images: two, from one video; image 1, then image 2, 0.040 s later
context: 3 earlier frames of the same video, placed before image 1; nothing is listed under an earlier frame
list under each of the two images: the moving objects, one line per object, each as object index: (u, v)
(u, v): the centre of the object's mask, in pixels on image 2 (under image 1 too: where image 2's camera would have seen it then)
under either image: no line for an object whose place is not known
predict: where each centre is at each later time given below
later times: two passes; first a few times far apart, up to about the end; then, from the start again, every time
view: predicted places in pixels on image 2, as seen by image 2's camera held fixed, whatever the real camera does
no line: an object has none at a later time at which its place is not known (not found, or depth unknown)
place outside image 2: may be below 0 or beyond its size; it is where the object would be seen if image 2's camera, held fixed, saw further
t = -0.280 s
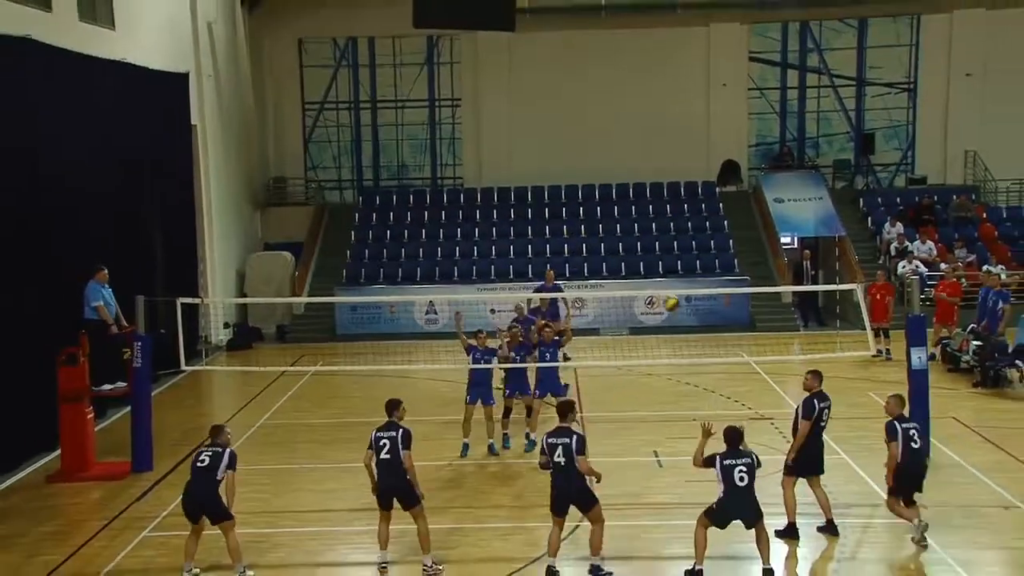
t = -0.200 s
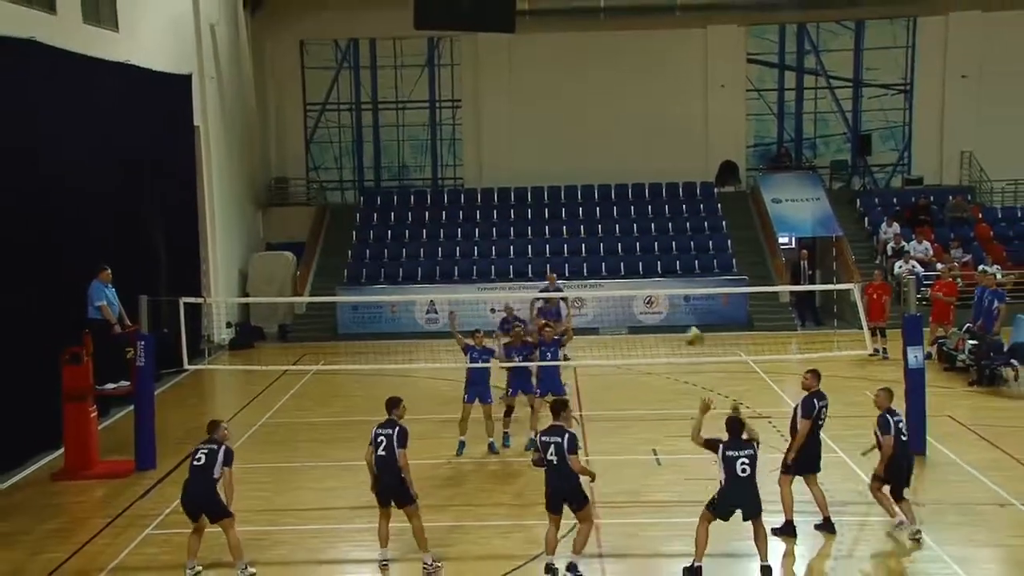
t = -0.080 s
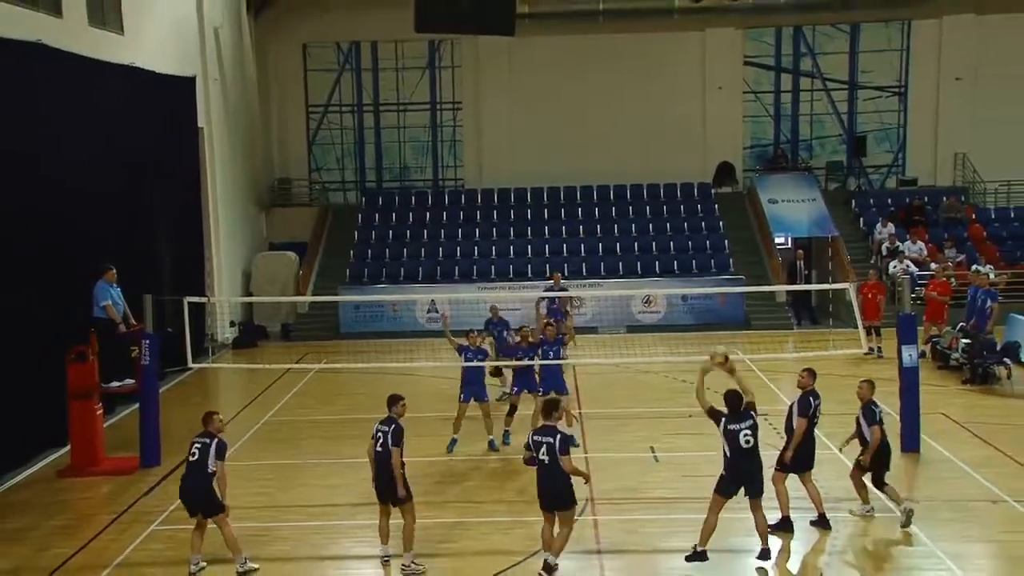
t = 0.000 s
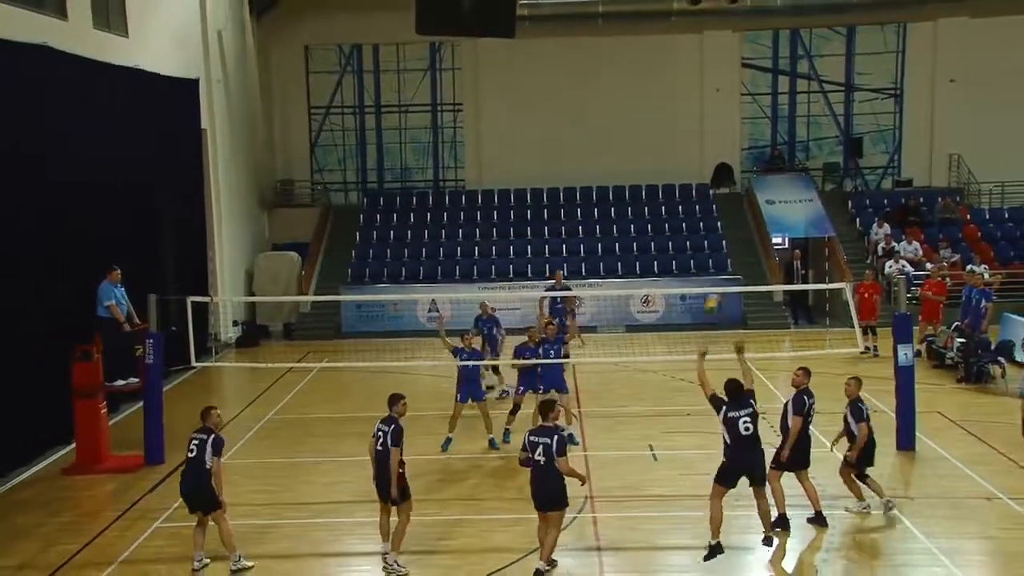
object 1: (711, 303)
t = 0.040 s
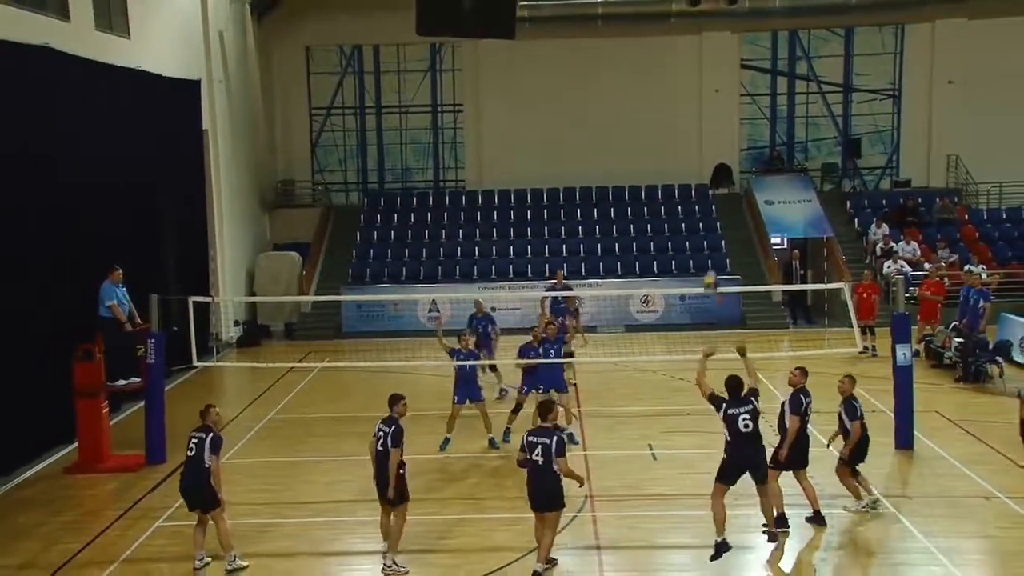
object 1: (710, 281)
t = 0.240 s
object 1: (702, 194)
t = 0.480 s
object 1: (695, 142)
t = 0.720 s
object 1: (687, 140)
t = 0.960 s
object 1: (682, 183)
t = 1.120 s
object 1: (678, 224)
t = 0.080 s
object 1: (709, 261)
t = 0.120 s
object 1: (707, 241)
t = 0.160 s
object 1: (707, 223)
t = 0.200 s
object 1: (705, 208)
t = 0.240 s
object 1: (702, 194)
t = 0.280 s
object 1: (701, 182)
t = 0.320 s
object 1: (701, 171)
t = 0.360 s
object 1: (699, 161)
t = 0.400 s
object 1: (697, 153)
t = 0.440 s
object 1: (697, 147)
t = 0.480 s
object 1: (695, 142)
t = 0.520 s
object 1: (694, 139)
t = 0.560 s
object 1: (692, 137)
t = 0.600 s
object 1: (691, 136)
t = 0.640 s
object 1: (690, 136)
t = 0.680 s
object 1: (689, 138)
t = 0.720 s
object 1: (687, 140)
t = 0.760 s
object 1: (686, 143)
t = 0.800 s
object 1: (686, 150)
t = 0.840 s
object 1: (685, 157)
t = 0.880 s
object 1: (683, 165)
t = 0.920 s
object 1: (683, 173)
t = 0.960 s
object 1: (682, 183)
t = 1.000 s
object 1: (681, 193)
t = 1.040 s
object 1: (680, 207)
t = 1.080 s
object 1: (680, 219)
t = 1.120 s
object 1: (678, 224)
